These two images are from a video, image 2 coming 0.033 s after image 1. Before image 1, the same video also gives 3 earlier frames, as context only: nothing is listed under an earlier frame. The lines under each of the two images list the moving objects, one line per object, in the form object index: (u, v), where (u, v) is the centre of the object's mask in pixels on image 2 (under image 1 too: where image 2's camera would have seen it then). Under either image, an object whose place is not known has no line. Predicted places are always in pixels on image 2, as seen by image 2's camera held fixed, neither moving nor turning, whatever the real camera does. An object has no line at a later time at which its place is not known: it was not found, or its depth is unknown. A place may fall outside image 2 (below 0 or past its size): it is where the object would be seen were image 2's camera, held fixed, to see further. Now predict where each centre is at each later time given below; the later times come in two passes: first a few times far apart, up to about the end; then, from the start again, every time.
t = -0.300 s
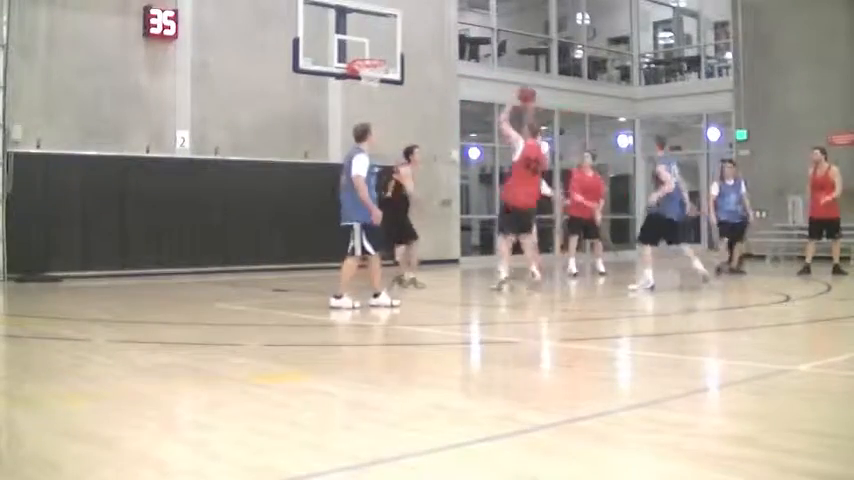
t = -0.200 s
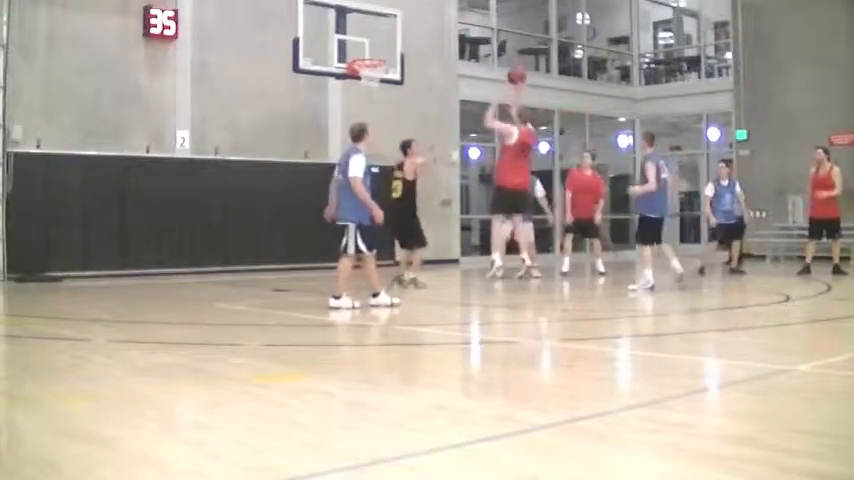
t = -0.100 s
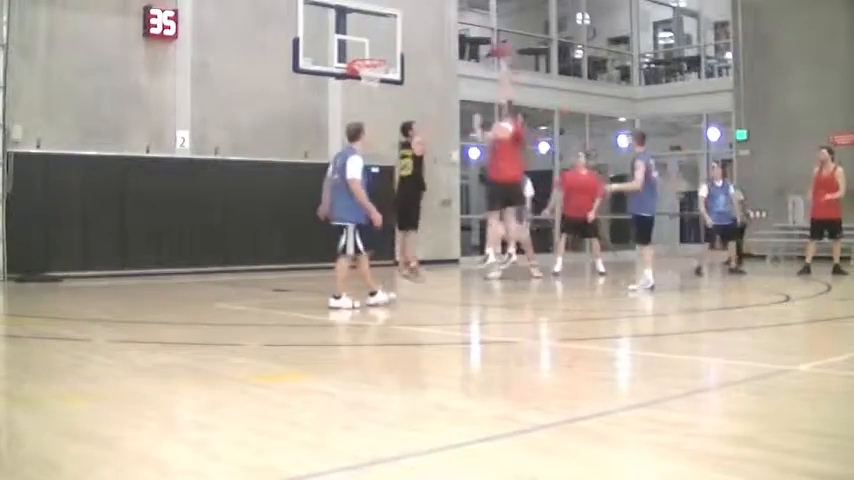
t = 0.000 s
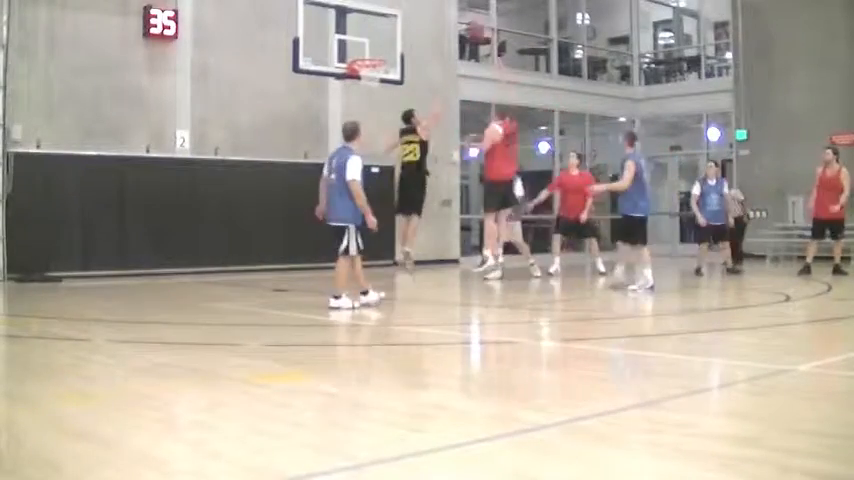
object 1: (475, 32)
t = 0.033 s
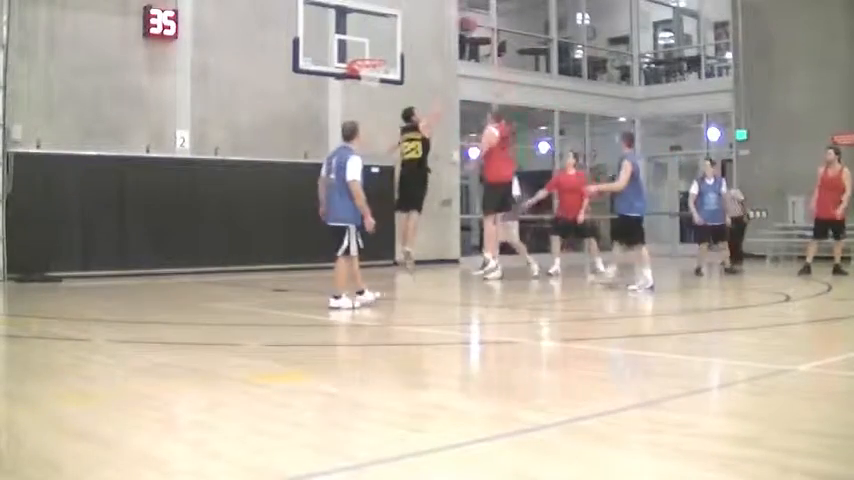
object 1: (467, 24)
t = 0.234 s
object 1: (426, 13)
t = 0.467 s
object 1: (382, 35)
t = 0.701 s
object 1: (380, 49)
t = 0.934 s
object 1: (420, 56)
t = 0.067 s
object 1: (459, 21)
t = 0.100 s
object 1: (452, 17)
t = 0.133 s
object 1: (445, 15)
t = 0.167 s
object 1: (438, 13)
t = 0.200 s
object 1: (432, 13)
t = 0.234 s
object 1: (426, 13)
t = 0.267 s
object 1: (419, 13)
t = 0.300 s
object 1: (412, 15)
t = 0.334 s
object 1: (407, 17)
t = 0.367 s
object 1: (400, 20)
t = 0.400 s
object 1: (394, 24)
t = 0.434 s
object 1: (387, 29)
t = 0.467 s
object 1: (382, 35)
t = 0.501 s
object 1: (376, 41)
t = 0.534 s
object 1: (370, 48)
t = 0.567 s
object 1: (364, 54)
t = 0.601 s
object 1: (364, 56)
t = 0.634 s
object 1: (368, 53)
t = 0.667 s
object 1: (375, 51)
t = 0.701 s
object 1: (380, 49)
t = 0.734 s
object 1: (385, 47)
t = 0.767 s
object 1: (391, 47)
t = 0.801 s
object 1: (397, 47)
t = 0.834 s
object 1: (403, 48)
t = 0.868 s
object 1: (409, 49)
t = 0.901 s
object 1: (414, 51)
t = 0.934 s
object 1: (420, 56)
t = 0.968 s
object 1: (426, 60)
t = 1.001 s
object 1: (432, 65)
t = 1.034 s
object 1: (439, 71)
